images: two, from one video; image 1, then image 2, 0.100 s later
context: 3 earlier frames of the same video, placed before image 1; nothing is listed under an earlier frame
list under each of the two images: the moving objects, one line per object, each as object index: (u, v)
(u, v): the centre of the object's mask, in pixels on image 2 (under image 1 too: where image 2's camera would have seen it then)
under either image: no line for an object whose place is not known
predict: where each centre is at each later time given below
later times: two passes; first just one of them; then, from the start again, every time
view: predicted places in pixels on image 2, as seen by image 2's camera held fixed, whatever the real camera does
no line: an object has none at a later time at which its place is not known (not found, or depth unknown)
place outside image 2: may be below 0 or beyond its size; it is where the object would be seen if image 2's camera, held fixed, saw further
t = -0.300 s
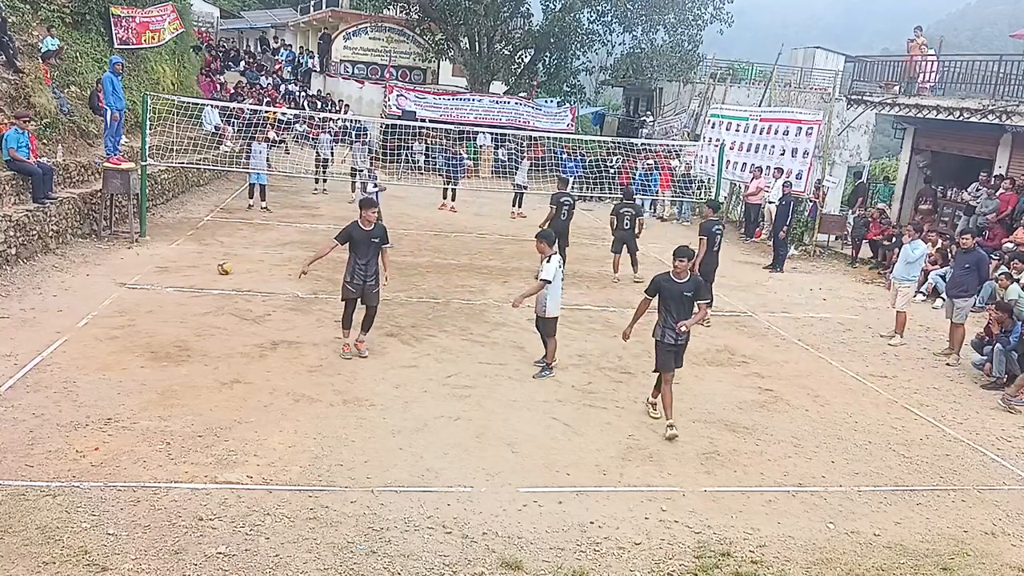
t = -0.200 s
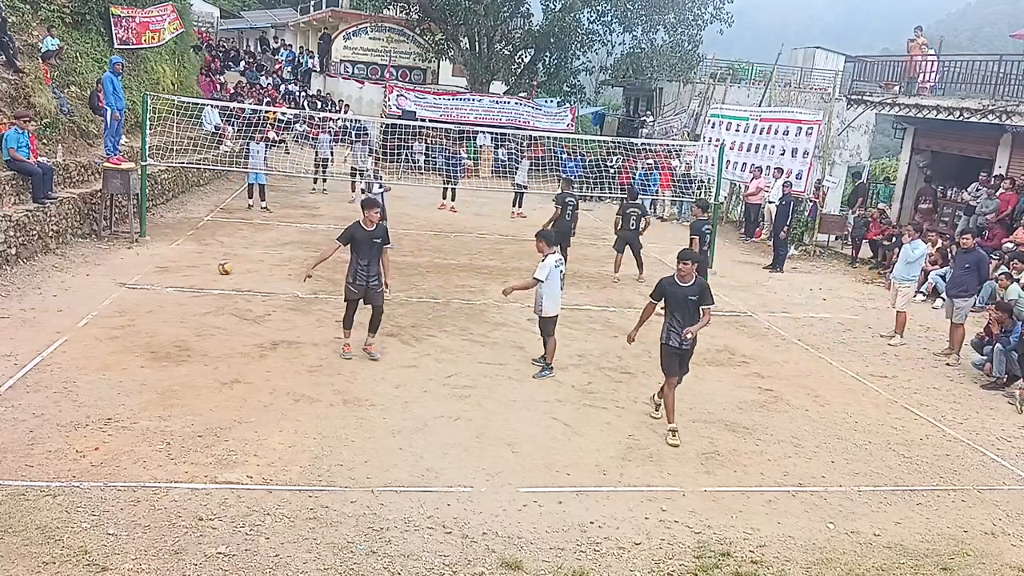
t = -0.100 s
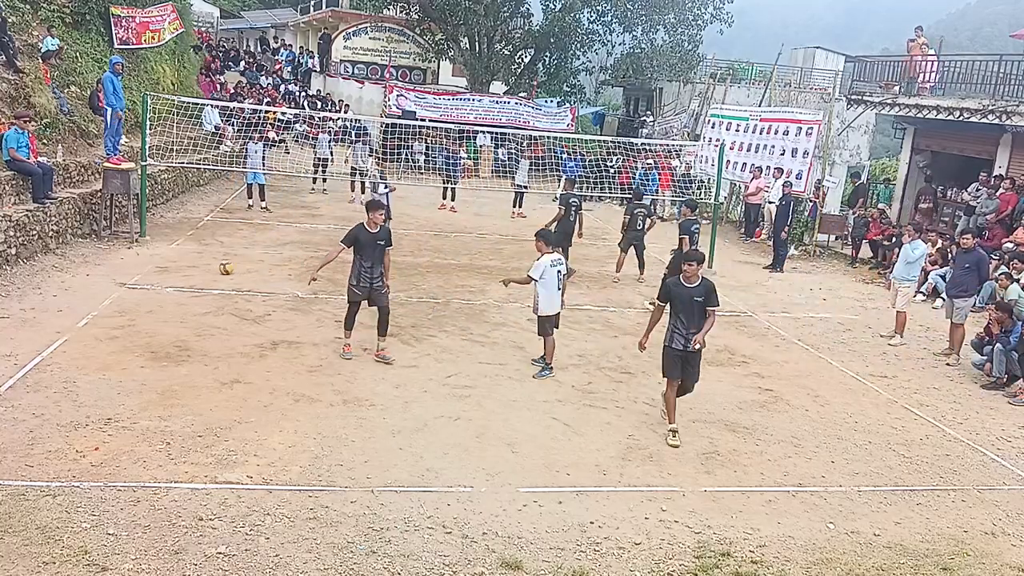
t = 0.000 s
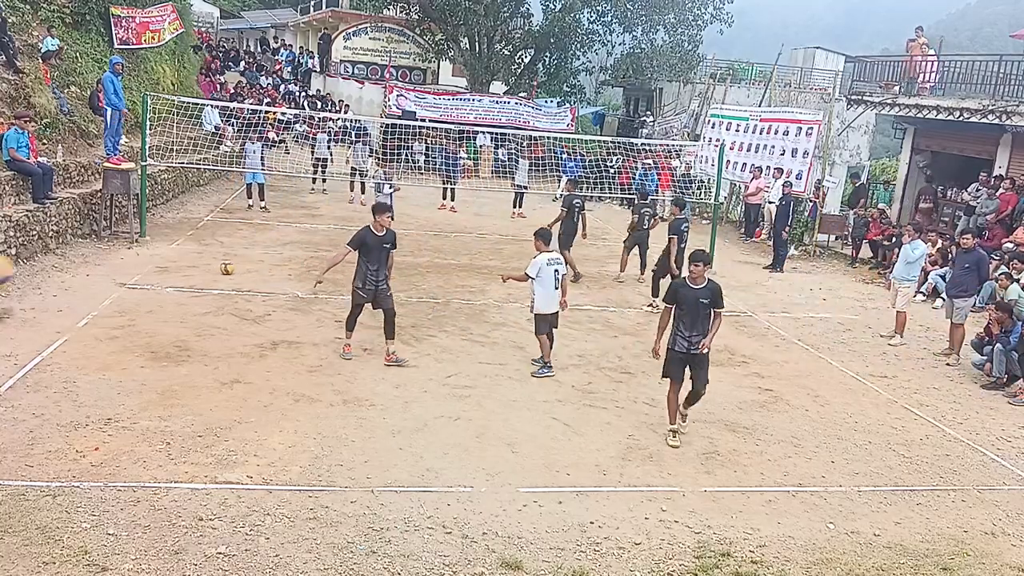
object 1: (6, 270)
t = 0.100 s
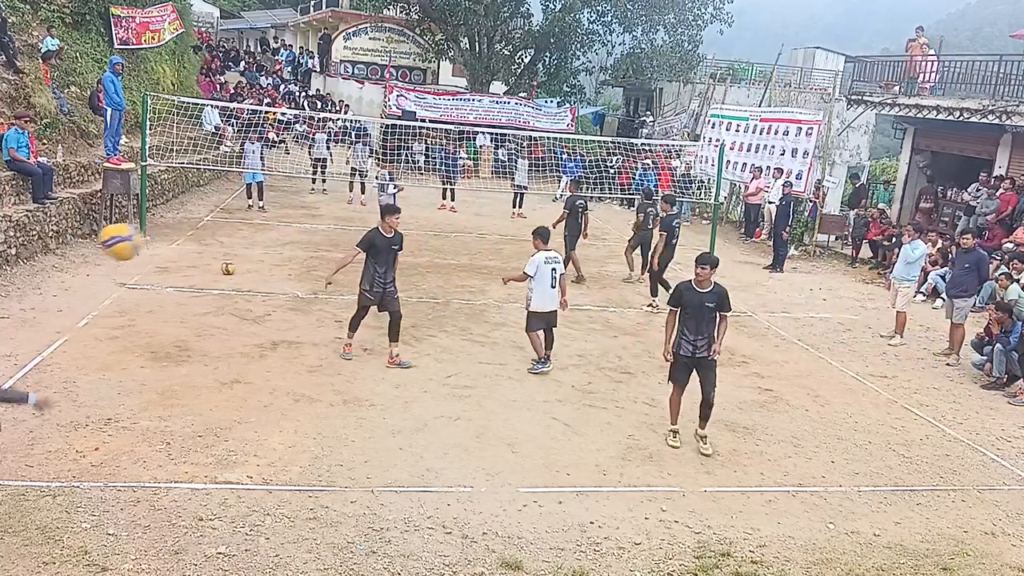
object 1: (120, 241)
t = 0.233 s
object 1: (276, 230)
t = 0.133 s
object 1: (161, 235)
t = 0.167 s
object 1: (200, 233)
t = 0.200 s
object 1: (241, 231)
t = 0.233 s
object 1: (276, 230)
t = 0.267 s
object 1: (313, 231)
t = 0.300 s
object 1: (347, 235)
